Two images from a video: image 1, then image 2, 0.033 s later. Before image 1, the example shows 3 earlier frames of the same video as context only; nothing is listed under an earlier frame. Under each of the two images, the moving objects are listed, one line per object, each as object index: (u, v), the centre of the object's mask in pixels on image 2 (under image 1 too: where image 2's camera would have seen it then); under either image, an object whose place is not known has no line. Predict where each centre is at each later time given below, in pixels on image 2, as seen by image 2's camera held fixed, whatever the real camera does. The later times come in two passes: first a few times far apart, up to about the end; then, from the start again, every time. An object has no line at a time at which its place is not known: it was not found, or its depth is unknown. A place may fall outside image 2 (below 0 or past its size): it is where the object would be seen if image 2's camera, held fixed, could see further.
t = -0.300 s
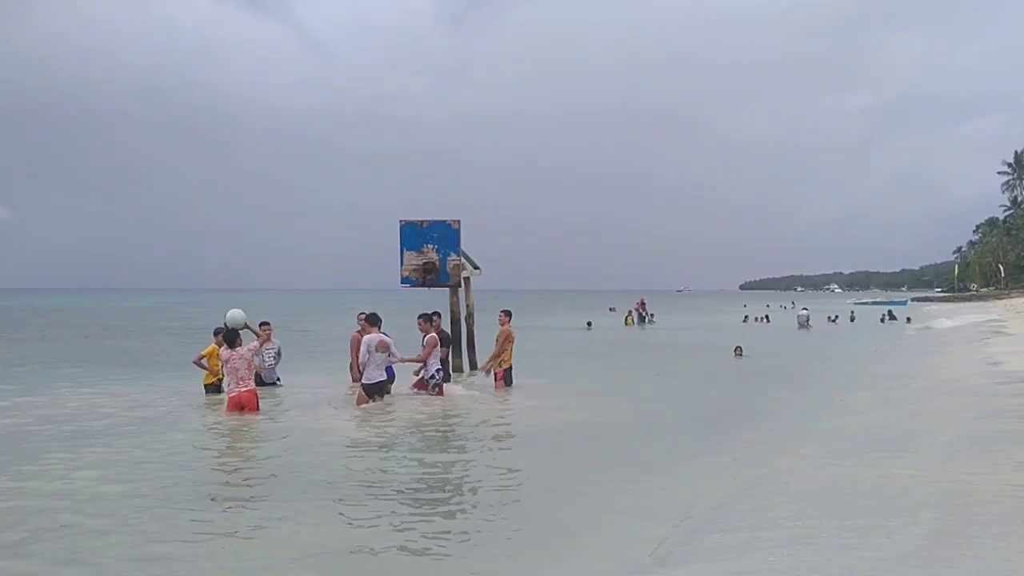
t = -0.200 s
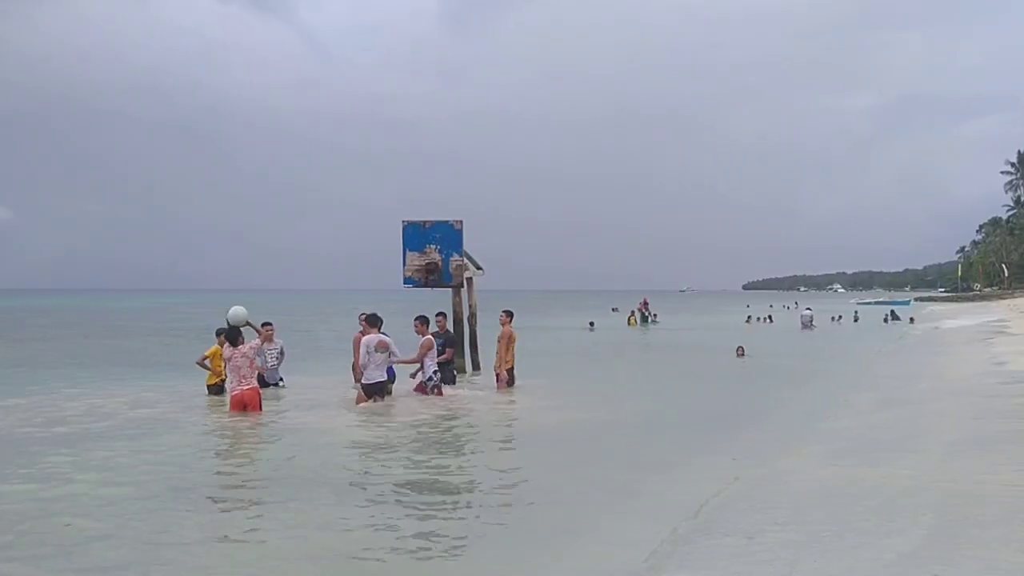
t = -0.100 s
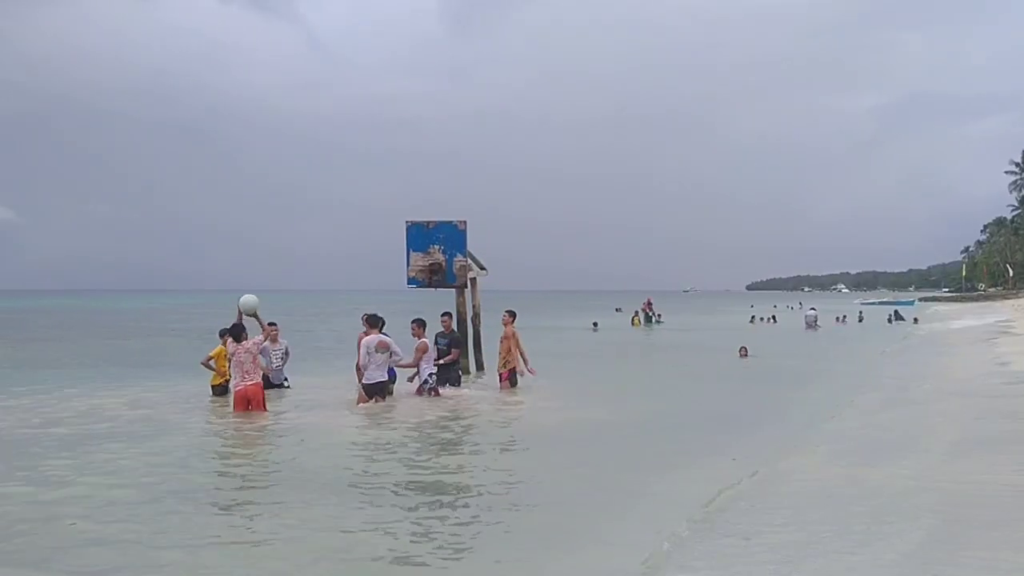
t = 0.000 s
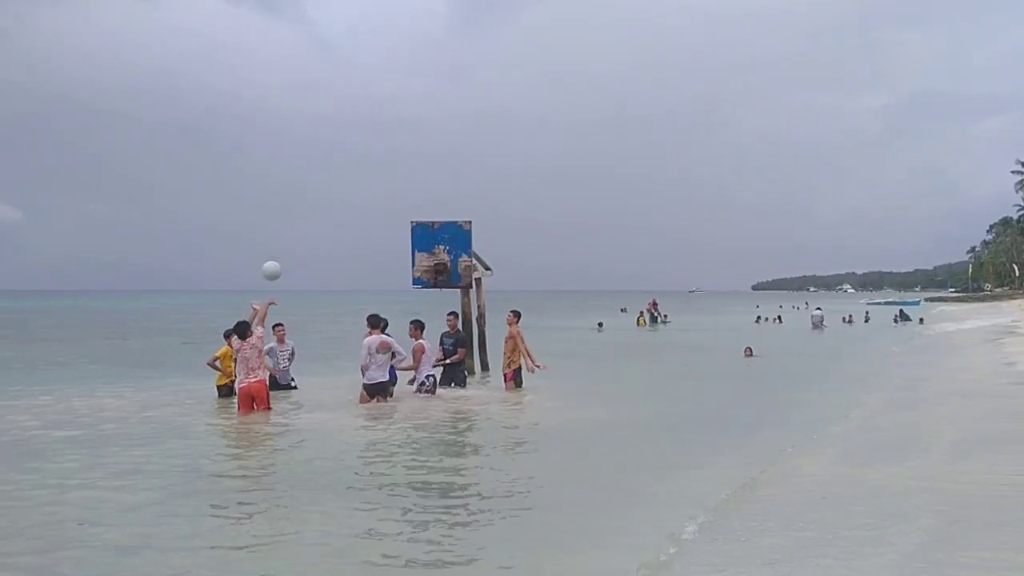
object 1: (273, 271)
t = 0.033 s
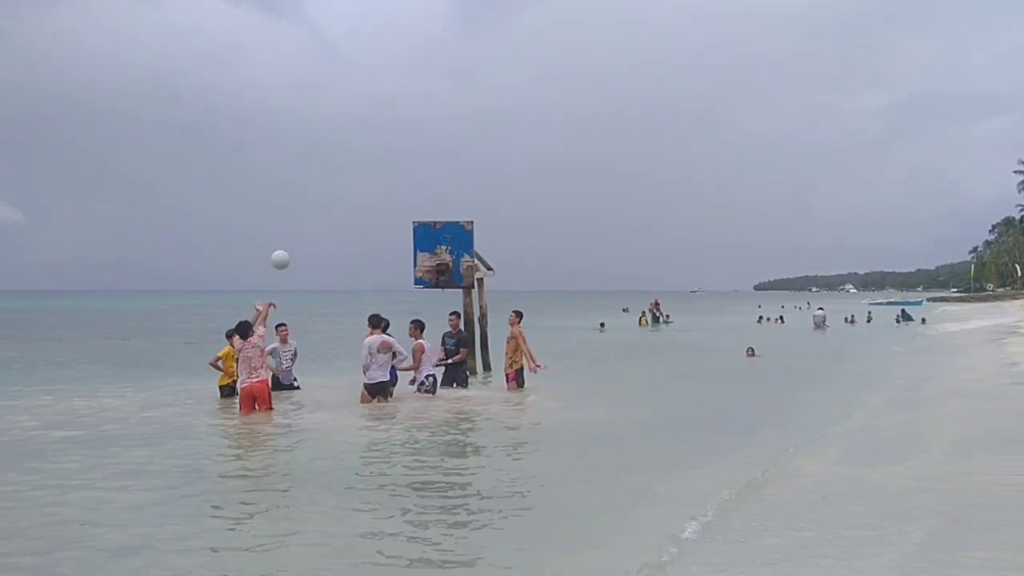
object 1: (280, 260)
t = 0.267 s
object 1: (321, 210)
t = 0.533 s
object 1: (364, 206)
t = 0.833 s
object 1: (406, 255)
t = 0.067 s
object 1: (287, 250)
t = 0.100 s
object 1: (293, 241)
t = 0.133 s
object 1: (298, 233)
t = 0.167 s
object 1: (304, 226)
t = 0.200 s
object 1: (310, 220)
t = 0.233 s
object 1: (316, 214)
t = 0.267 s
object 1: (321, 210)
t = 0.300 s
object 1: (327, 206)
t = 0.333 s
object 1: (332, 204)
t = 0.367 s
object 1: (338, 202)
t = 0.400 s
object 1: (343, 202)
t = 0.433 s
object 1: (349, 202)
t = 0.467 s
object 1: (354, 202)
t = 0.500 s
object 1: (359, 204)
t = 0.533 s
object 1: (364, 206)
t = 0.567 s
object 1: (370, 209)
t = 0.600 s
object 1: (374, 213)
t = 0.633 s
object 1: (379, 217)
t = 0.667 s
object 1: (383, 222)
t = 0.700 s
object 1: (388, 227)
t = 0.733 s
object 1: (393, 234)
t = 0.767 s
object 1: (397, 240)
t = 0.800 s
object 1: (402, 248)
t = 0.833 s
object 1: (406, 255)
